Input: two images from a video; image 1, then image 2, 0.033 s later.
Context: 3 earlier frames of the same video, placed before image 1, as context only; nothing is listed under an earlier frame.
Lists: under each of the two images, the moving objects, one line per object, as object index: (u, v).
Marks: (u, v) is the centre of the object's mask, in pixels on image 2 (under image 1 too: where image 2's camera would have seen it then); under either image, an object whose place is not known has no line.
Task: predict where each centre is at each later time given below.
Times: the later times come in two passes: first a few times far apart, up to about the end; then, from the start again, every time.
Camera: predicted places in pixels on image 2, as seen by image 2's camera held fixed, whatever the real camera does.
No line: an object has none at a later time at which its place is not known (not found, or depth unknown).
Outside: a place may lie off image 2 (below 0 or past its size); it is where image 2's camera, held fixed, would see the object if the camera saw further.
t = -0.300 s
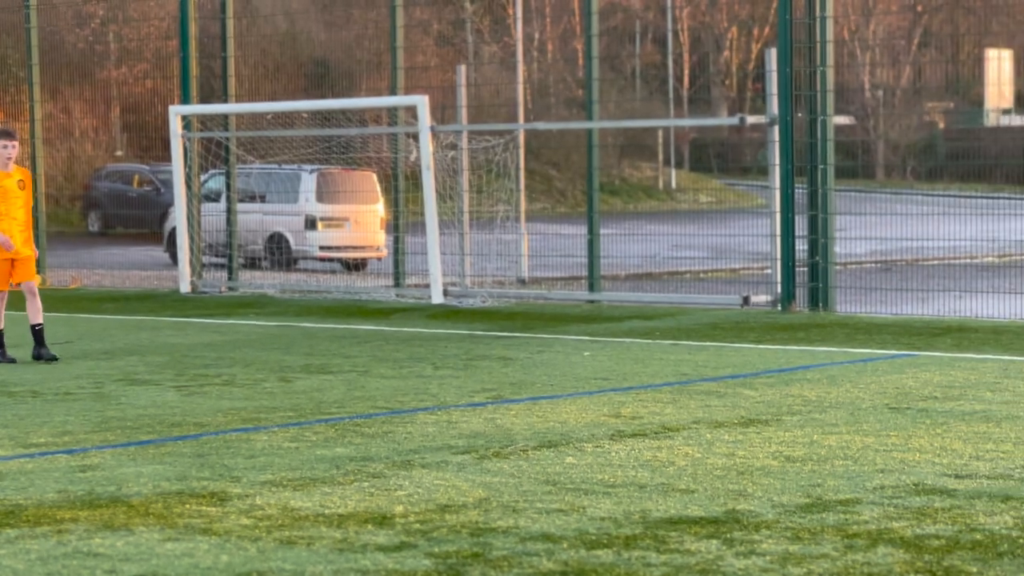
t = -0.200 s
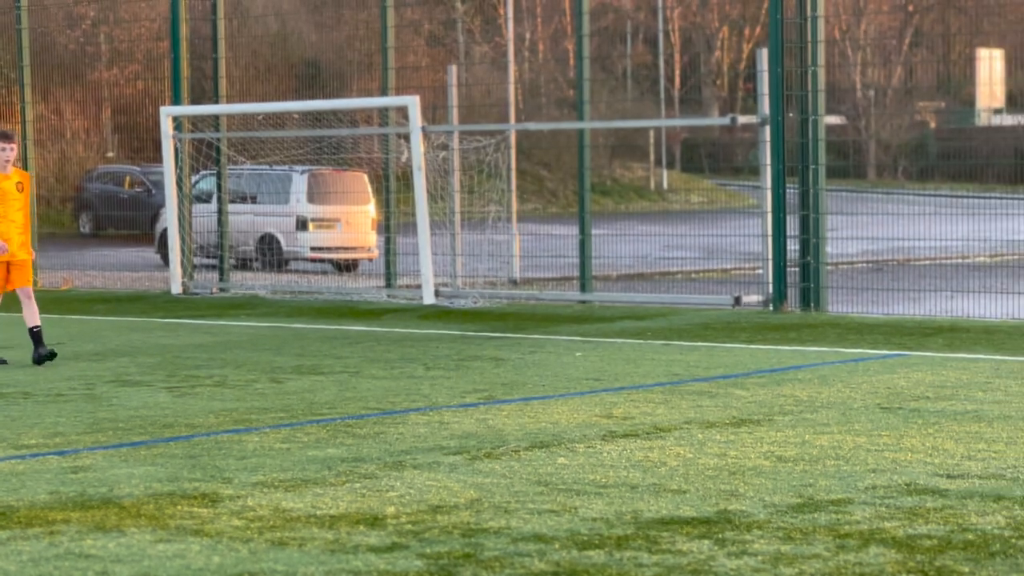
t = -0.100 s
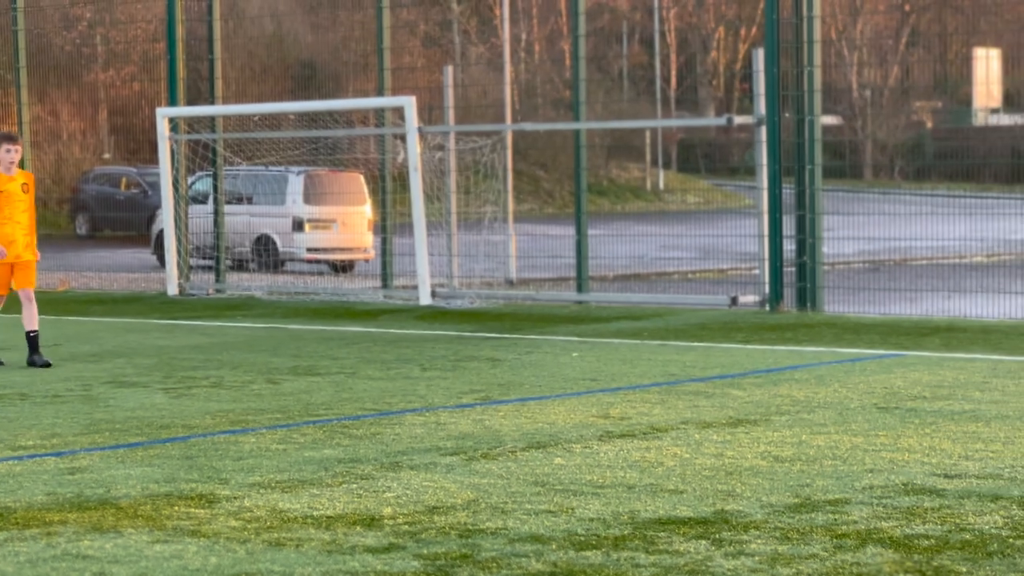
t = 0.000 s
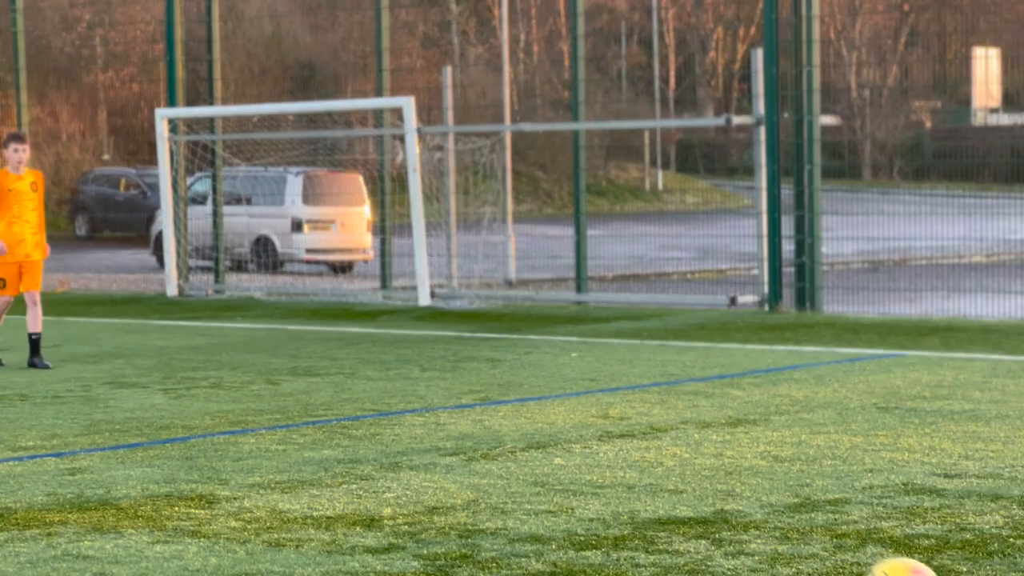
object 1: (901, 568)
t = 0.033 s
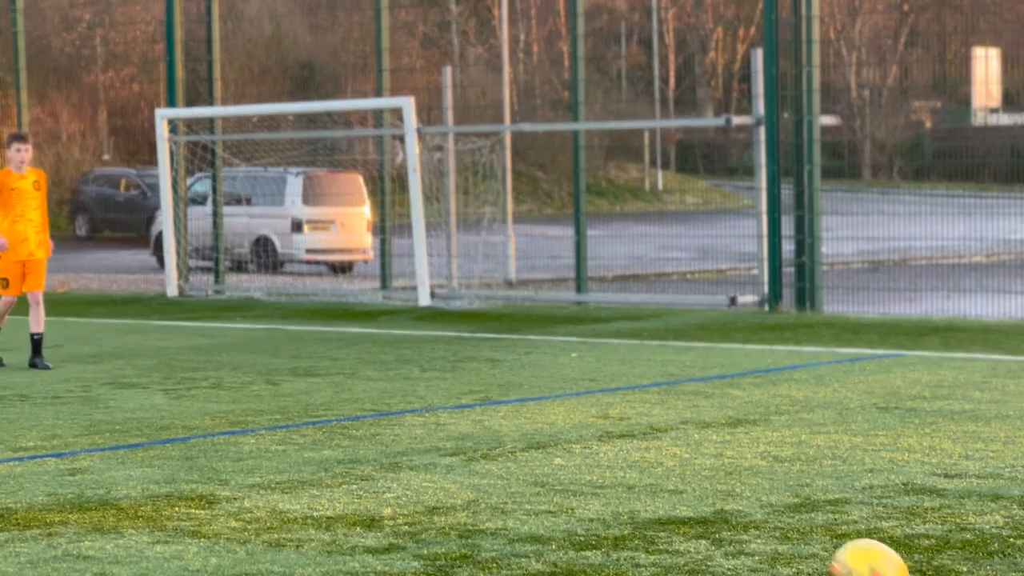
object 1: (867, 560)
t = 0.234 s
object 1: (710, 513)
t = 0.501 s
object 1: (586, 471)
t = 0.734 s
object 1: (524, 442)
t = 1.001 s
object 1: (468, 418)
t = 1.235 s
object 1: (431, 400)
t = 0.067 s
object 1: (835, 553)
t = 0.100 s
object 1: (806, 548)
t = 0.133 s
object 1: (778, 547)
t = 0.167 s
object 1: (752, 539)
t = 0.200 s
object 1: (730, 524)
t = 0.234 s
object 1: (710, 513)
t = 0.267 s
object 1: (690, 505)
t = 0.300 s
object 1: (671, 501)
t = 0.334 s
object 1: (653, 500)
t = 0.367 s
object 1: (638, 495)
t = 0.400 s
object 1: (624, 484)
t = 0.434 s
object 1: (611, 478)
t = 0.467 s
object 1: (598, 472)
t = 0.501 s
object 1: (586, 471)
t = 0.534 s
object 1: (576, 472)
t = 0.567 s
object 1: (566, 462)
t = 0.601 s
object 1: (557, 455)
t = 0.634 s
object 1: (548, 451)
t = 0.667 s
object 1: (540, 450)
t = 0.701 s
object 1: (532, 450)
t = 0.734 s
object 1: (524, 442)
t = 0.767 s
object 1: (515, 436)
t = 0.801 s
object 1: (508, 434)
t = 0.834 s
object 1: (501, 435)
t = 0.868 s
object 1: (494, 428)
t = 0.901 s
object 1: (487, 423)
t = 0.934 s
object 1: (481, 421)
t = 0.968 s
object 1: (474, 421)
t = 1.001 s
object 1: (468, 418)
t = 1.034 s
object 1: (462, 413)
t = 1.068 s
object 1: (457, 411)
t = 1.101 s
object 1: (452, 410)
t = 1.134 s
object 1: (446, 405)
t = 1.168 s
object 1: (441, 401)
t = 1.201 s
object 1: (436, 400)
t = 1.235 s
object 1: (431, 400)
